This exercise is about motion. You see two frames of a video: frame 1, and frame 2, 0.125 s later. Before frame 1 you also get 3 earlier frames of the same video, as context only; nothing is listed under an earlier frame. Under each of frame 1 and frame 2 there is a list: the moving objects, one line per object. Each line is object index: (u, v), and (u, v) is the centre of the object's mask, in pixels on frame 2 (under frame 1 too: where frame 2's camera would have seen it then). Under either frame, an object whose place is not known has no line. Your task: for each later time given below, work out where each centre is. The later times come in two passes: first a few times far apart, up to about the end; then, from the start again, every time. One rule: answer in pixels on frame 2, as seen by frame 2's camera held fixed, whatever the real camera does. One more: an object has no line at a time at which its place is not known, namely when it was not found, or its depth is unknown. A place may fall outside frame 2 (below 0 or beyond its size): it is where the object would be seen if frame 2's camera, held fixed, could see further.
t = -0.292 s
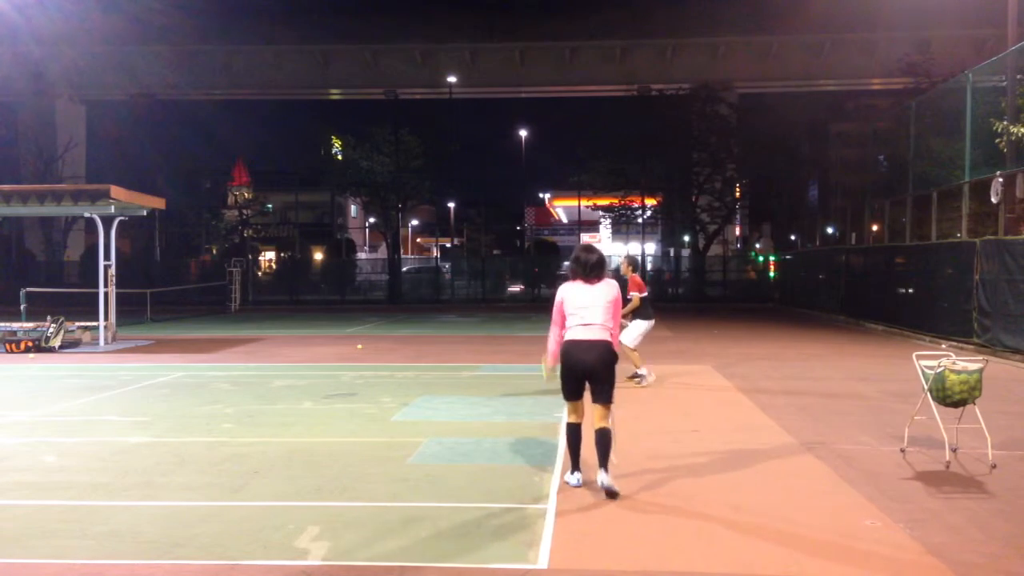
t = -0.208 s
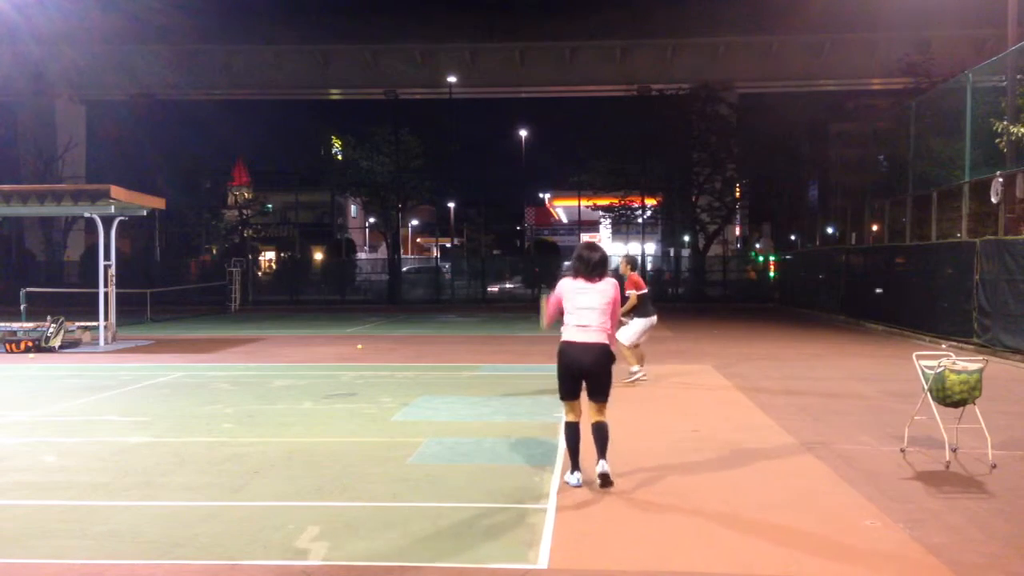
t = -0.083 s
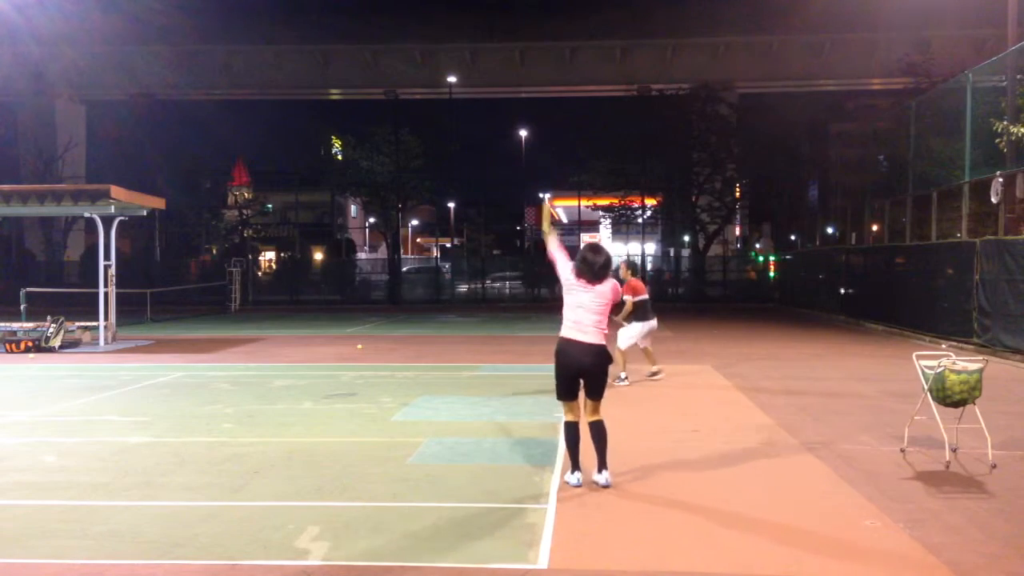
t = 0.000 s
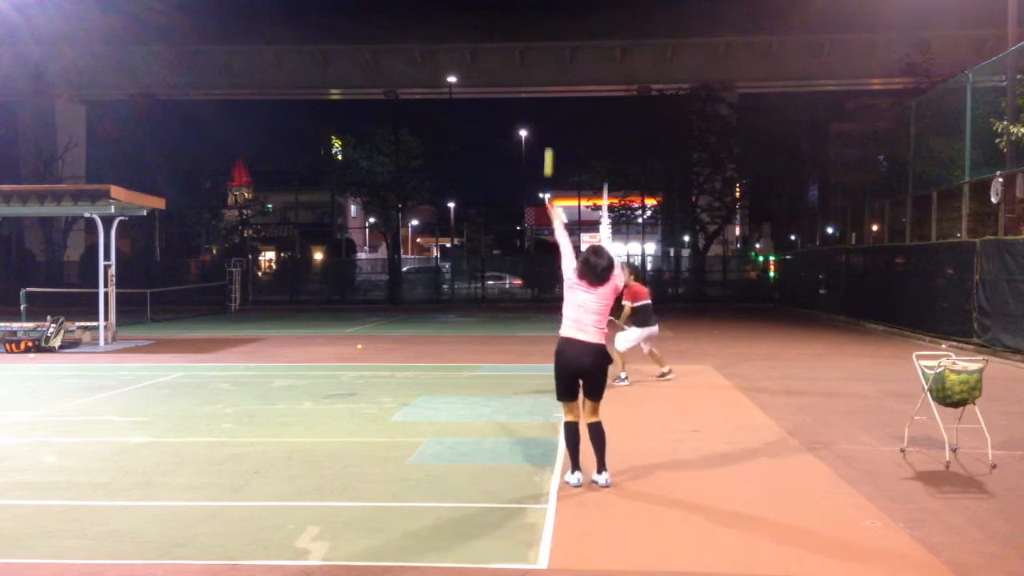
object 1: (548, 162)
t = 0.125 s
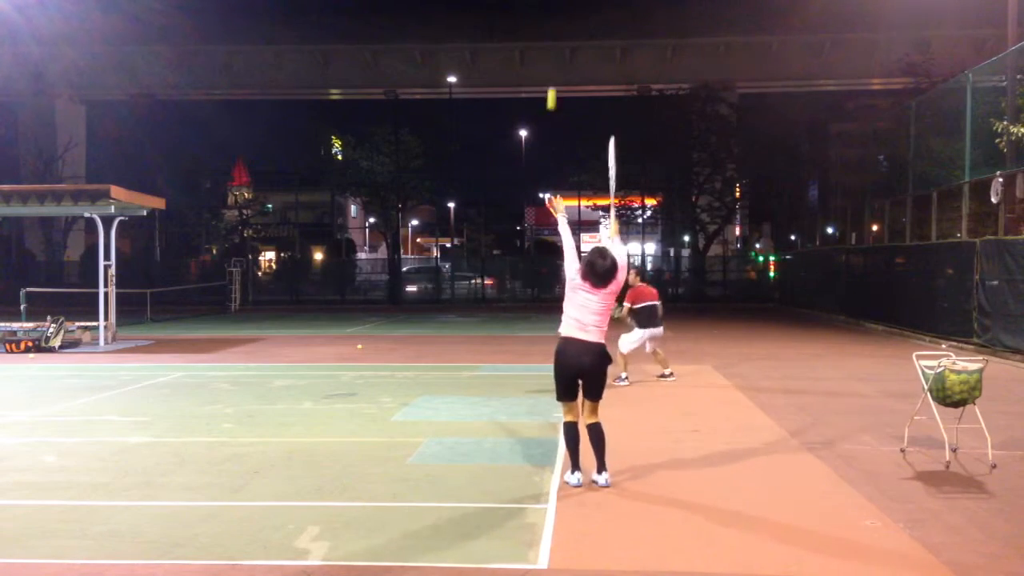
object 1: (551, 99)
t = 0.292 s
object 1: (555, 44)
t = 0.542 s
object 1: (561, 31)
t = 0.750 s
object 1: (566, 79)
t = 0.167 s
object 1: (552, 82)
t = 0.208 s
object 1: (553, 67)
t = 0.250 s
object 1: (554, 54)
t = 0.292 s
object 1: (555, 44)
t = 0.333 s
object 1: (556, 36)
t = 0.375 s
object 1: (557, 31)
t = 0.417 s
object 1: (558, 27)
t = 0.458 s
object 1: (559, 27)
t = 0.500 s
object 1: (560, 28)
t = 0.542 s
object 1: (561, 31)
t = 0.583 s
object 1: (562, 36)
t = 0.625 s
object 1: (563, 44)
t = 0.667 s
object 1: (564, 54)
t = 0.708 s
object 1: (565, 65)
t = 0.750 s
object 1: (566, 79)
